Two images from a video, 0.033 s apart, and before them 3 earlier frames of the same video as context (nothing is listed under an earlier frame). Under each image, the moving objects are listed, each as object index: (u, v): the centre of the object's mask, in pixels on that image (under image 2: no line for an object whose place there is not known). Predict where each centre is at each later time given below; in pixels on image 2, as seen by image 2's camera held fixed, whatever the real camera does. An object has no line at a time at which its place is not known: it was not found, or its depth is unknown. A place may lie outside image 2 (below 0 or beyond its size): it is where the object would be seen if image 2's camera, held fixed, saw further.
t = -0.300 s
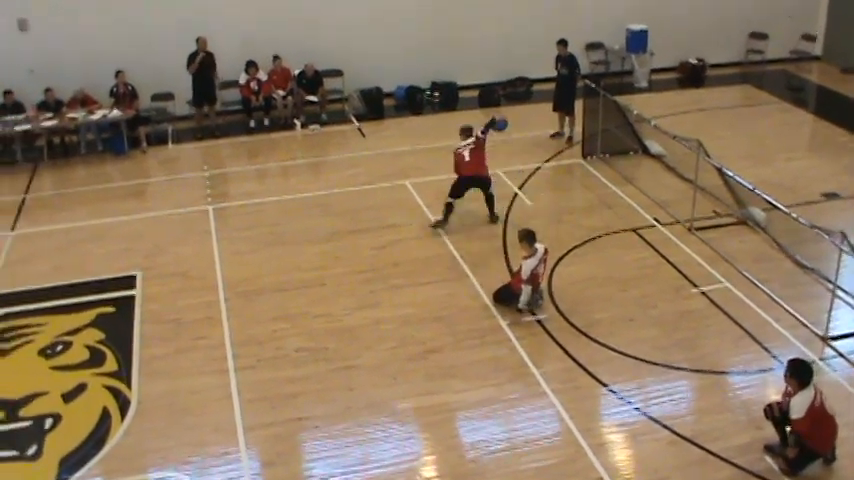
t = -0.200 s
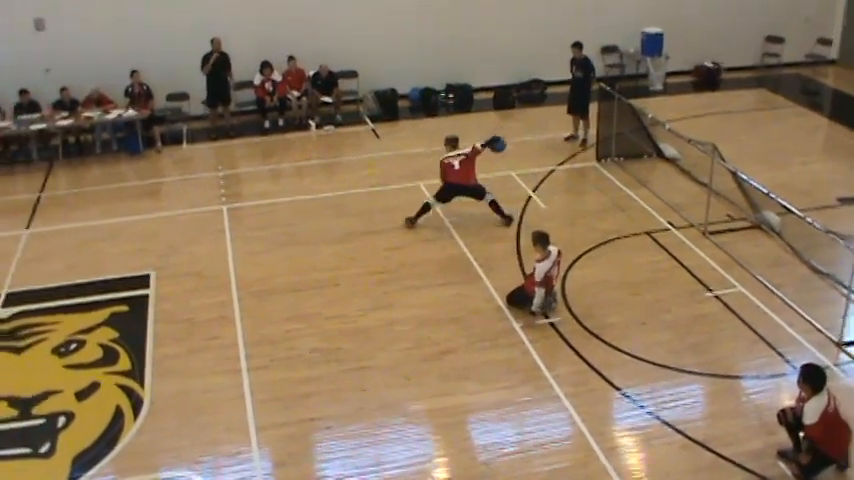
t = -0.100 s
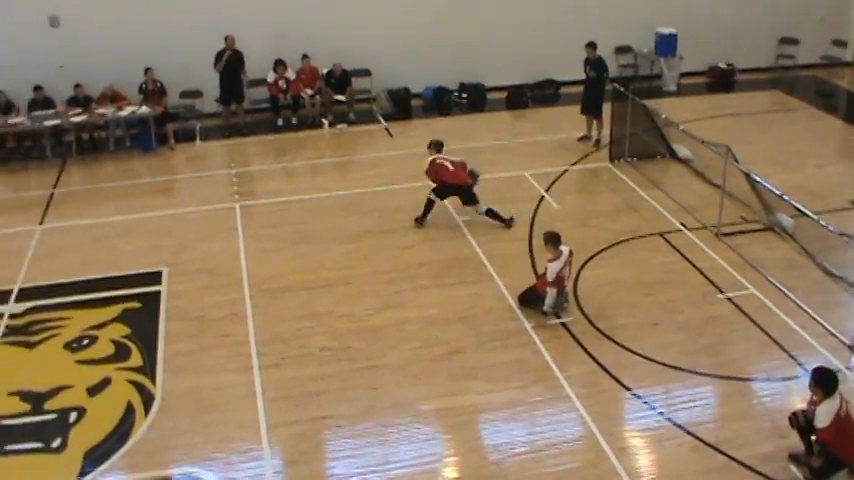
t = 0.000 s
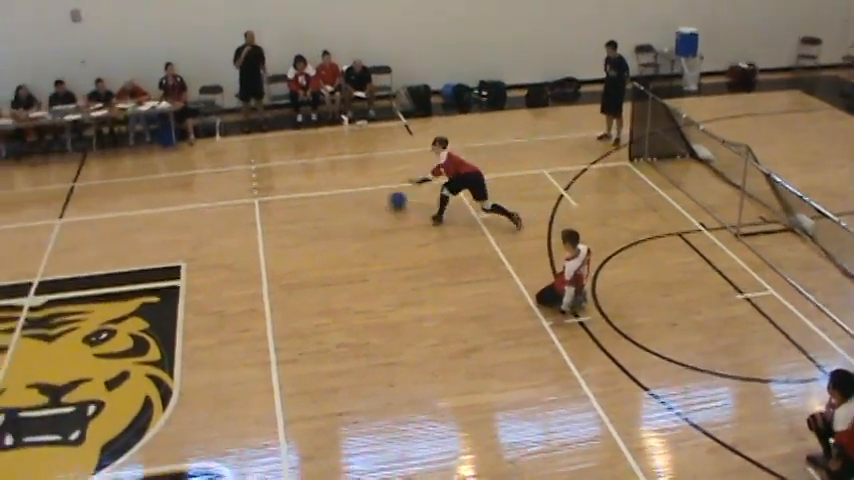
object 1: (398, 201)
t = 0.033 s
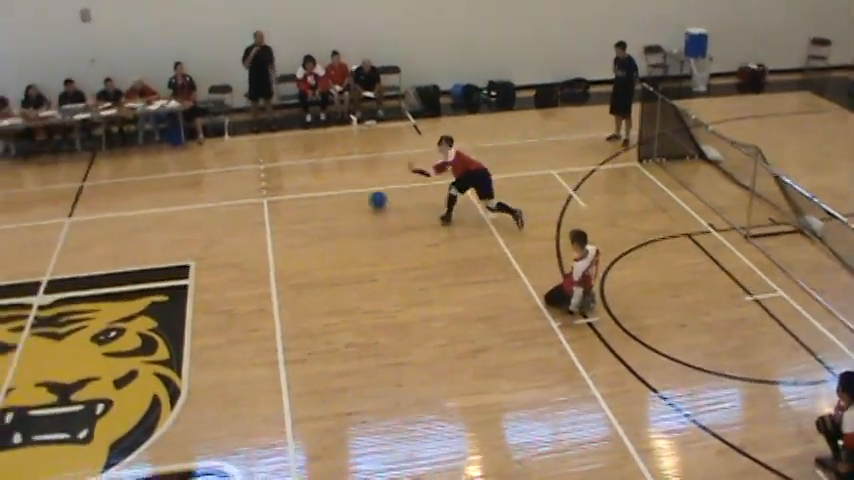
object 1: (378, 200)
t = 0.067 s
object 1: (350, 201)
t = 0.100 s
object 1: (323, 202)
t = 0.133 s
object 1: (295, 204)
